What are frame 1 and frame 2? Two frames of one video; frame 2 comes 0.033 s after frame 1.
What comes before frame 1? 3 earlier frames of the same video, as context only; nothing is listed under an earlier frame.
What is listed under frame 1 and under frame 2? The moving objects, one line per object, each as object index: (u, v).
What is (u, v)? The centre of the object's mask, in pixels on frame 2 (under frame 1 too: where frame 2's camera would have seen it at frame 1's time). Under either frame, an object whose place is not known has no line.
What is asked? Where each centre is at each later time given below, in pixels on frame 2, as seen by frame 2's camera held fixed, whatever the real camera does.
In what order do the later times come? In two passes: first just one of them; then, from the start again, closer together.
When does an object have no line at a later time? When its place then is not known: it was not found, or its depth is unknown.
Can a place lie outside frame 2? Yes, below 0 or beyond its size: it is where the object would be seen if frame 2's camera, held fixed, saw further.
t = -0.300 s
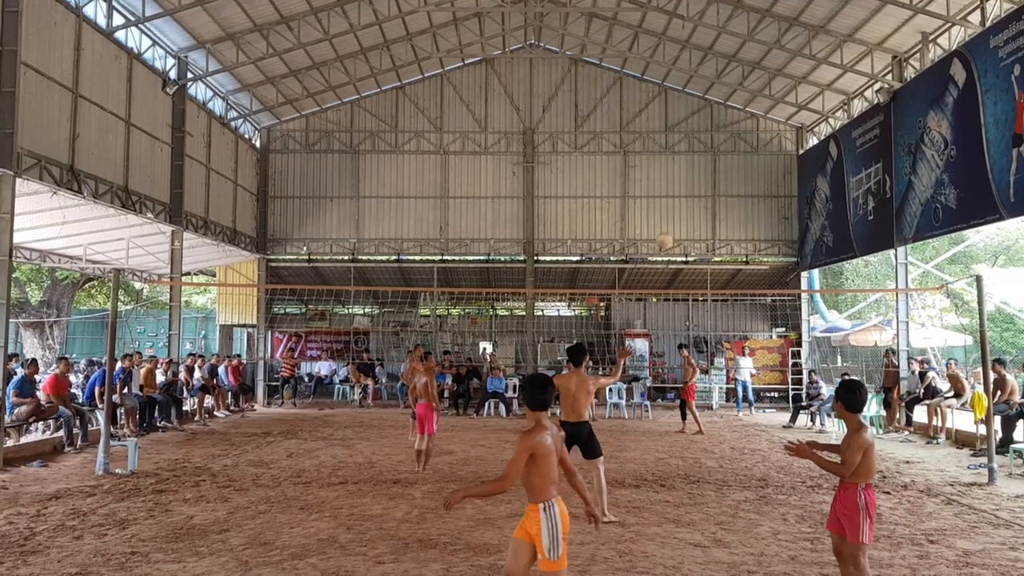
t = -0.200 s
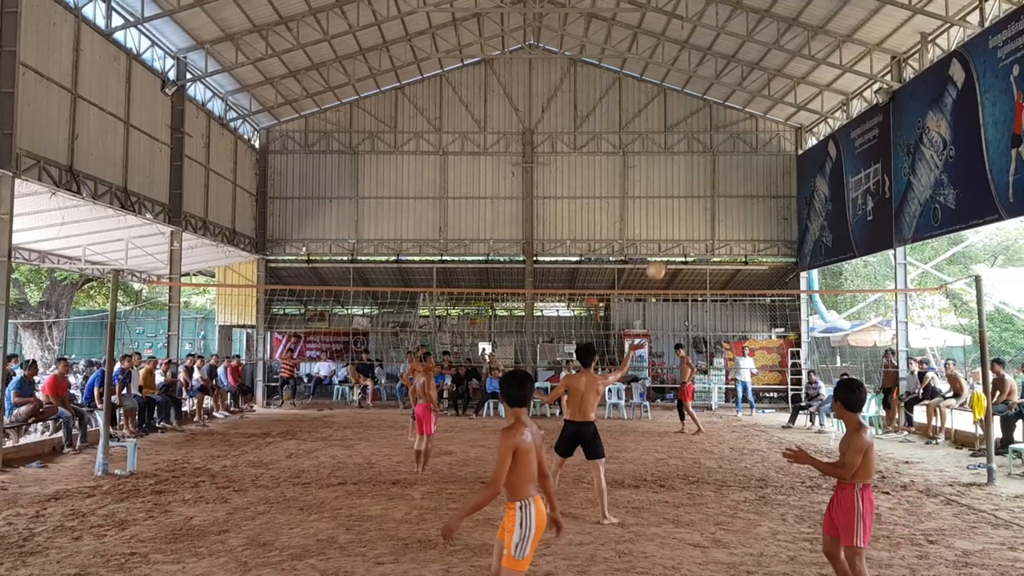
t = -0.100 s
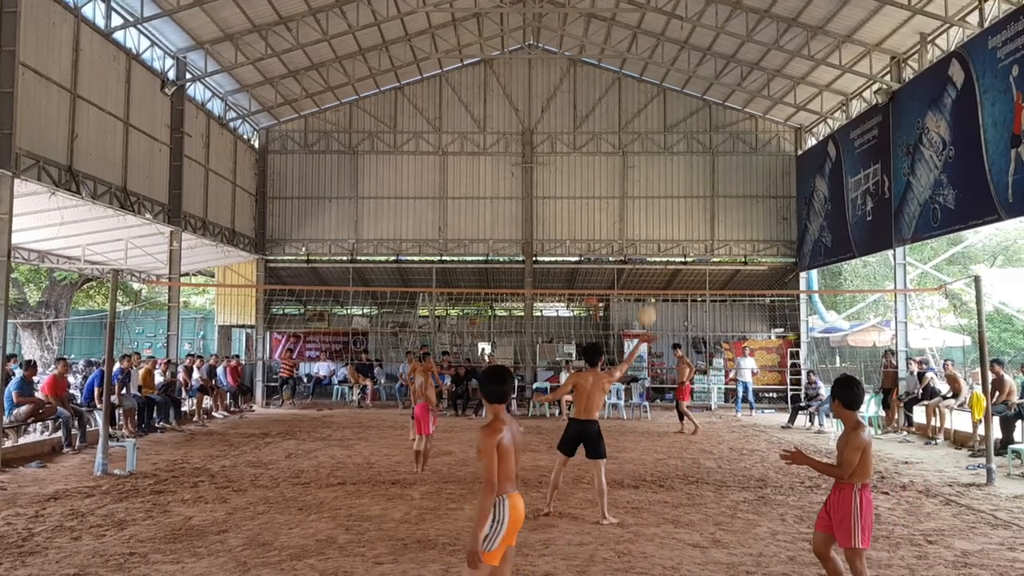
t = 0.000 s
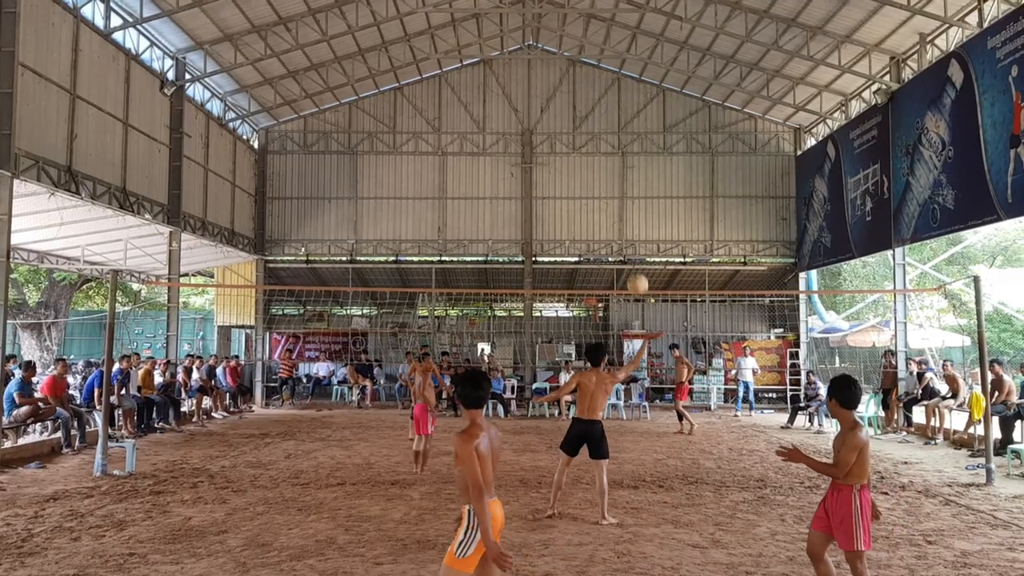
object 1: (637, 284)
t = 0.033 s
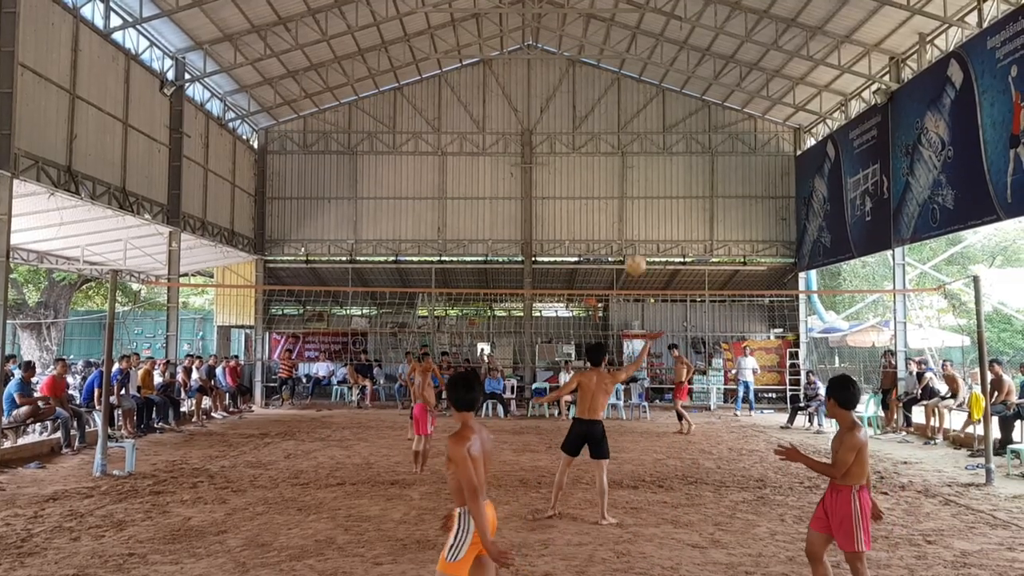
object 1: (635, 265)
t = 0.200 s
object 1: (624, 180)
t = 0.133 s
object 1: (628, 211)
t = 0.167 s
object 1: (627, 195)
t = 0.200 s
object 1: (624, 180)
